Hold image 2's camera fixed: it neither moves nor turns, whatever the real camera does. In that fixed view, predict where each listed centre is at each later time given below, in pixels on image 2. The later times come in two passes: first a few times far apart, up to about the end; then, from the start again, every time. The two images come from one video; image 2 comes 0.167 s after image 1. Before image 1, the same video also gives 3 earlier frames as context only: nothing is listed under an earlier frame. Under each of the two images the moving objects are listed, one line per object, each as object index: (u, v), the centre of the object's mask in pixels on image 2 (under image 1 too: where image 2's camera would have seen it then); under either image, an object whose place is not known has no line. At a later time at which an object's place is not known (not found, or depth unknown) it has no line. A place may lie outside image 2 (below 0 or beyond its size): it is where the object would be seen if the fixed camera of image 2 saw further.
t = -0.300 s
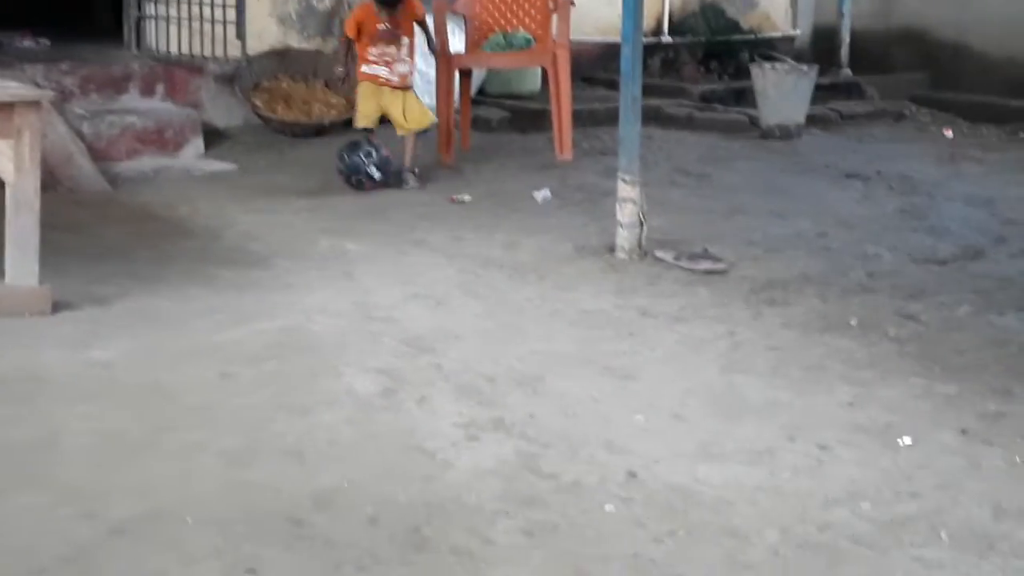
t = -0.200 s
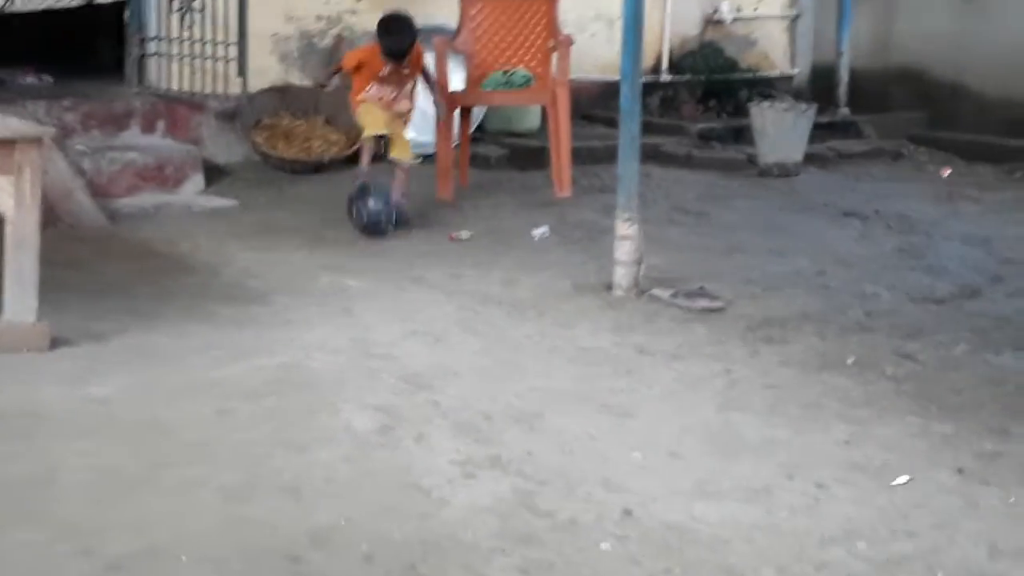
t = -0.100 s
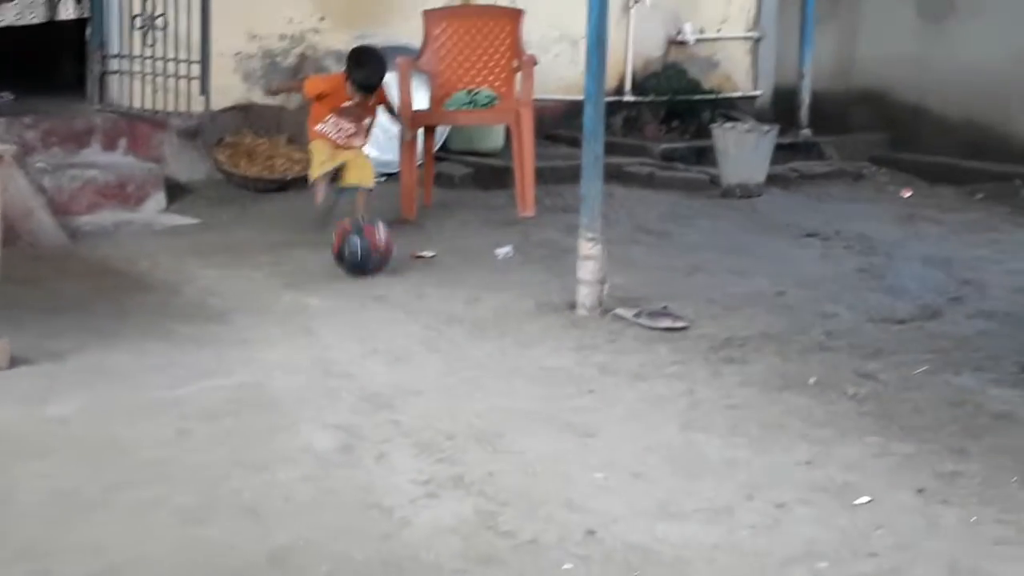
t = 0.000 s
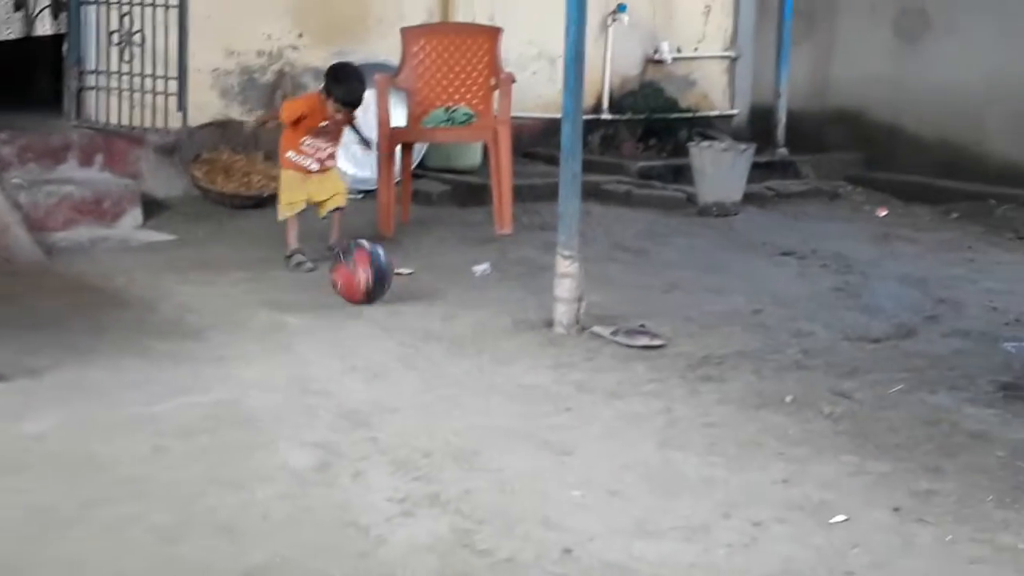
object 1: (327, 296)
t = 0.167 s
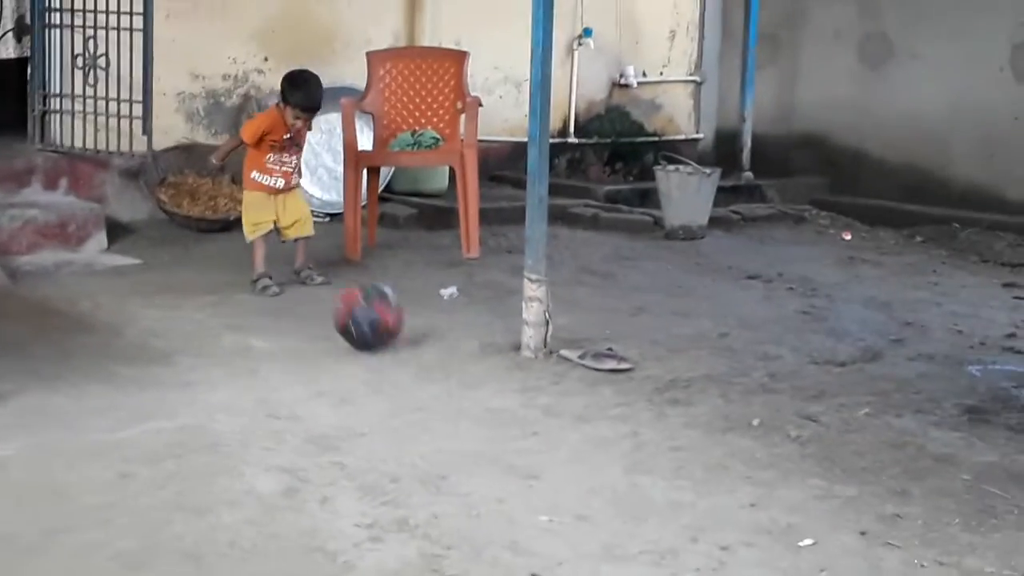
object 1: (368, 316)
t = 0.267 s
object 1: (396, 339)
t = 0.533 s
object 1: (474, 386)
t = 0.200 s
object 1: (377, 324)
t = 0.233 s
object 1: (387, 335)
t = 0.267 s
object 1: (396, 339)
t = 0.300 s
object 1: (406, 346)
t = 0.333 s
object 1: (416, 354)
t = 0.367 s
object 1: (425, 351)
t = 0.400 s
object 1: (435, 352)
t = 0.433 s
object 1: (445, 355)
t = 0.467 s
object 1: (454, 363)
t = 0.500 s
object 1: (464, 375)
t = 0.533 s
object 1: (474, 386)
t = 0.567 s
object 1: (486, 387)
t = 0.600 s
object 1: (497, 392)
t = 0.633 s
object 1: (508, 394)
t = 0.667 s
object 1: (520, 397)
